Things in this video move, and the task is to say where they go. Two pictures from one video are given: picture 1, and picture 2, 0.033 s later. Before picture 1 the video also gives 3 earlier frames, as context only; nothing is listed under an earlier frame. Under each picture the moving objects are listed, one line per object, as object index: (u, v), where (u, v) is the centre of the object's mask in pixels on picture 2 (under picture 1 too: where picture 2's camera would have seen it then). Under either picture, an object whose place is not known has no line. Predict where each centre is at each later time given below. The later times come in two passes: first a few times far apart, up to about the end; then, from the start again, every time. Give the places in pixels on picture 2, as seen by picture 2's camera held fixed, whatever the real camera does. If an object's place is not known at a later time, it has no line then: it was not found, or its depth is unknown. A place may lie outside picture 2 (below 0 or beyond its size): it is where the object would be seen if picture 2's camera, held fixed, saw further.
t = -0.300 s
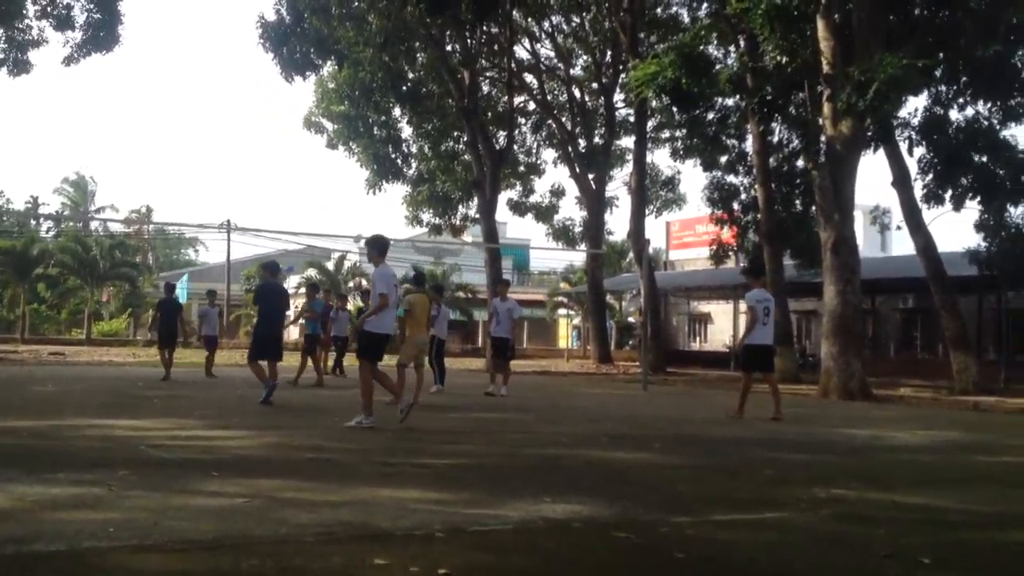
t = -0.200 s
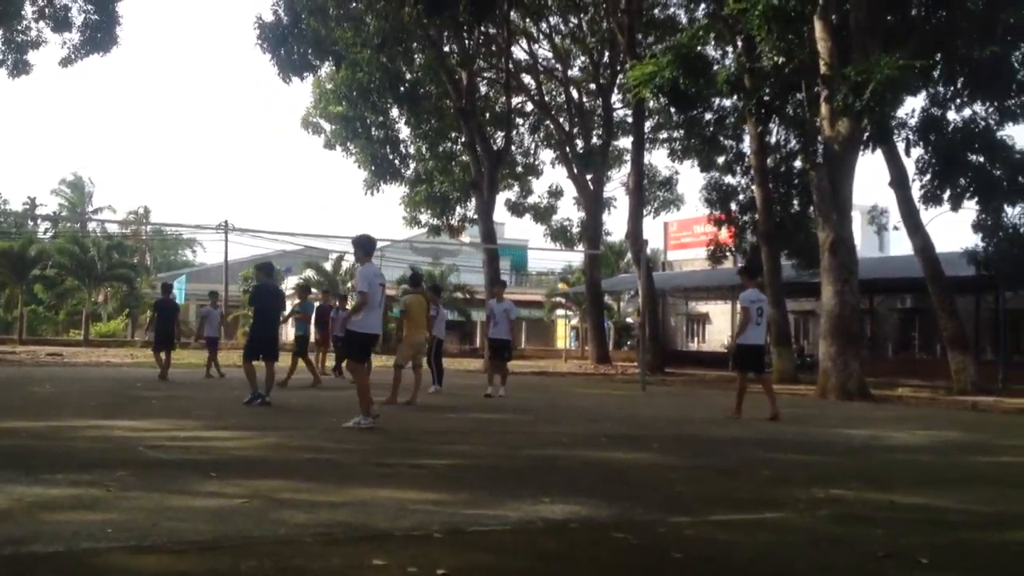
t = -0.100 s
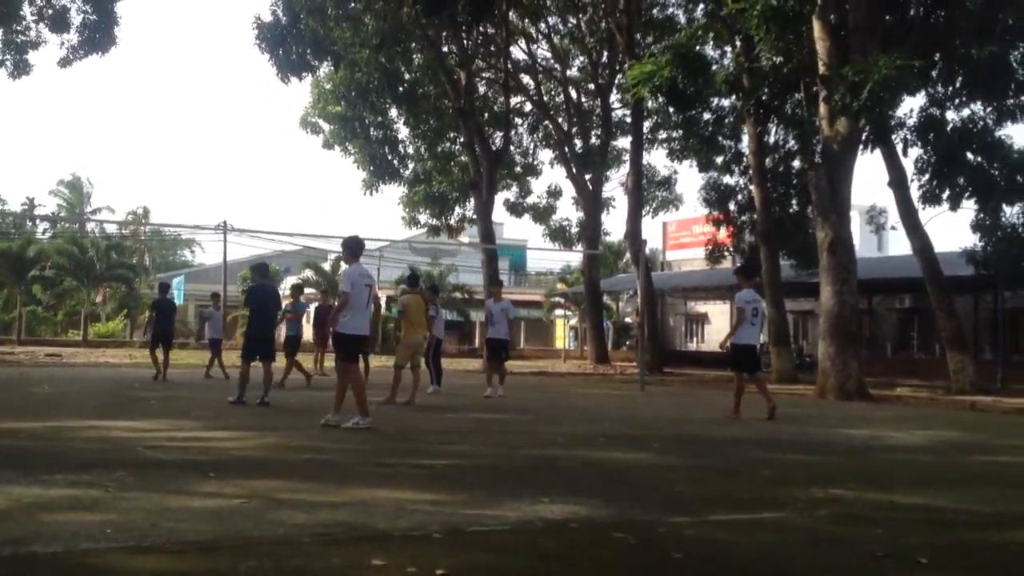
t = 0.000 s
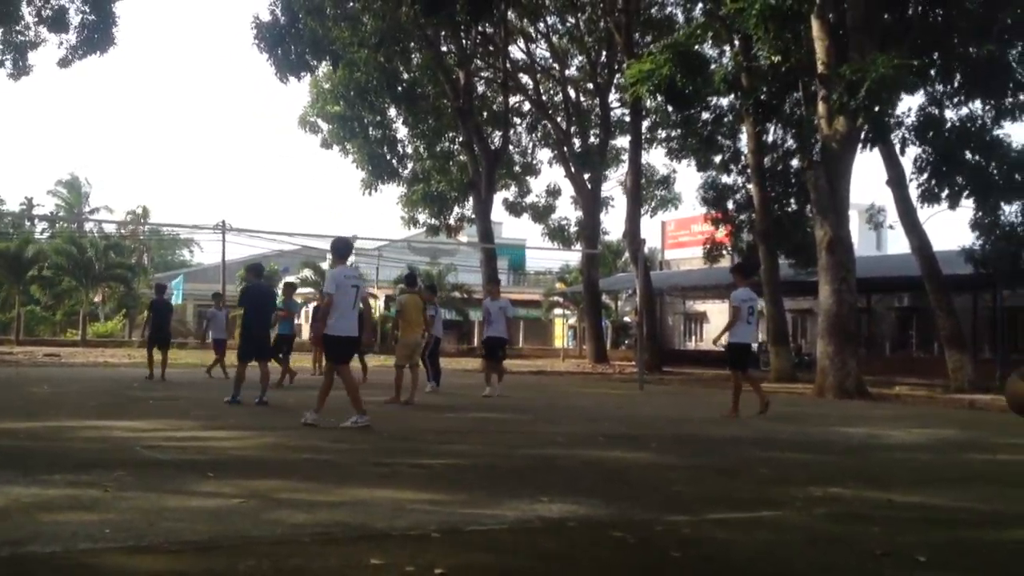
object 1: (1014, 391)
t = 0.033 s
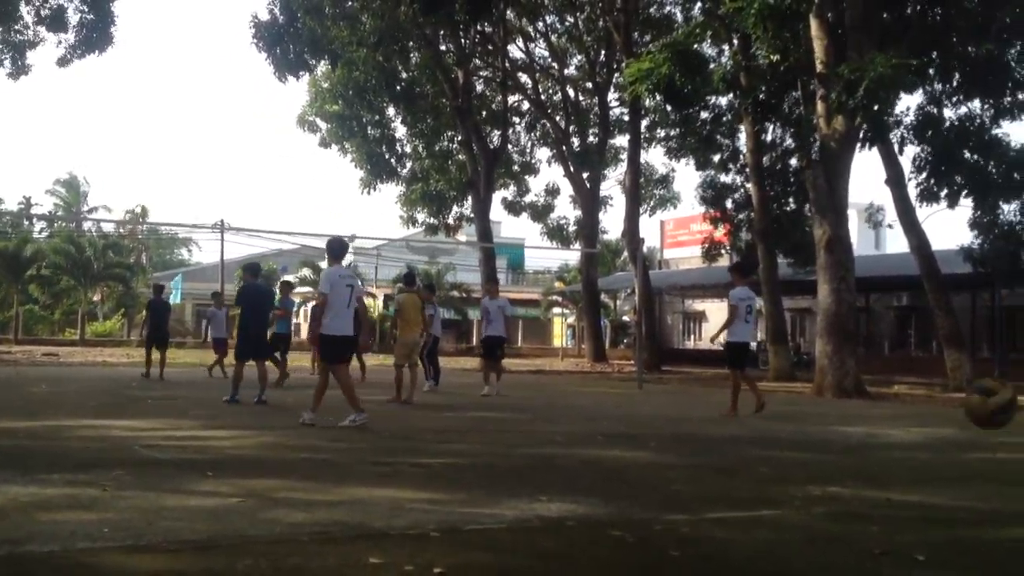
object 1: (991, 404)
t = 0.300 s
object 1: (755, 457)
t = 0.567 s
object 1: (624, 404)
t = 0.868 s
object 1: (512, 421)
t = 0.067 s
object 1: (953, 419)
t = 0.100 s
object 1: (917, 434)
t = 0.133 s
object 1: (884, 449)
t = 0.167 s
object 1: (852, 467)
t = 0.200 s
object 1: (822, 485)
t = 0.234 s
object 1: (795, 493)
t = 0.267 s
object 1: (774, 472)
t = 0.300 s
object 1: (755, 457)
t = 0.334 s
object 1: (737, 443)
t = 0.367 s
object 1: (719, 430)
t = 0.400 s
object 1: (702, 420)
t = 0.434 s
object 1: (685, 413)
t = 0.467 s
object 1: (670, 409)
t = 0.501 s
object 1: (654, 406)
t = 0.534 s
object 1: (639, 403)
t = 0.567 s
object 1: (624, 404)
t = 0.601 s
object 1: (609, 409)
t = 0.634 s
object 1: (597, 414)
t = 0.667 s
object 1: (583, 420)
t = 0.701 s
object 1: (570, 430)
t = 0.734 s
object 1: (556, 438)
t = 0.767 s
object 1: (545, 451)
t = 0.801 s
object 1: (533, 444)
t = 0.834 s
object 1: (524, 432)
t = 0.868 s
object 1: (512, 421)
